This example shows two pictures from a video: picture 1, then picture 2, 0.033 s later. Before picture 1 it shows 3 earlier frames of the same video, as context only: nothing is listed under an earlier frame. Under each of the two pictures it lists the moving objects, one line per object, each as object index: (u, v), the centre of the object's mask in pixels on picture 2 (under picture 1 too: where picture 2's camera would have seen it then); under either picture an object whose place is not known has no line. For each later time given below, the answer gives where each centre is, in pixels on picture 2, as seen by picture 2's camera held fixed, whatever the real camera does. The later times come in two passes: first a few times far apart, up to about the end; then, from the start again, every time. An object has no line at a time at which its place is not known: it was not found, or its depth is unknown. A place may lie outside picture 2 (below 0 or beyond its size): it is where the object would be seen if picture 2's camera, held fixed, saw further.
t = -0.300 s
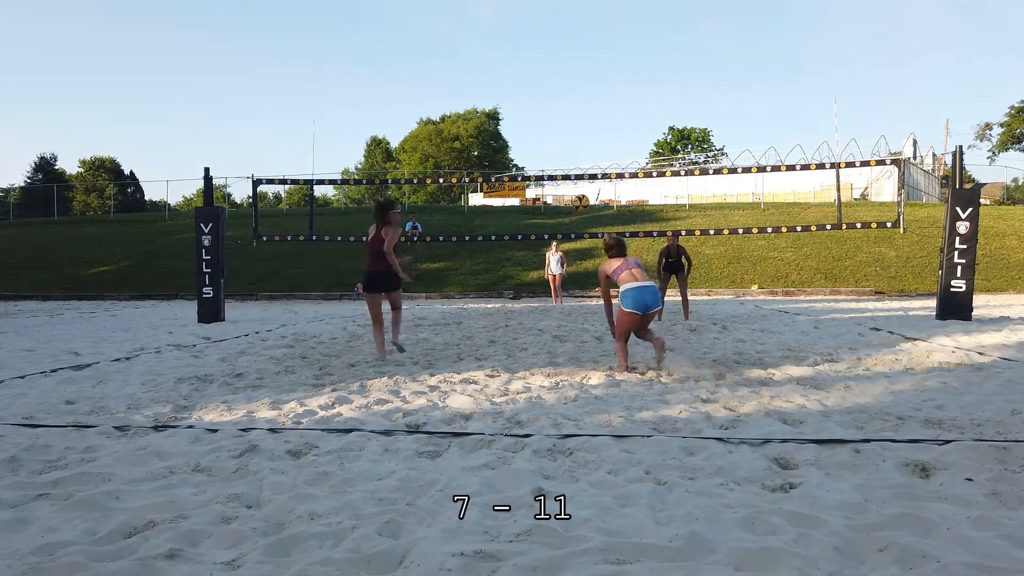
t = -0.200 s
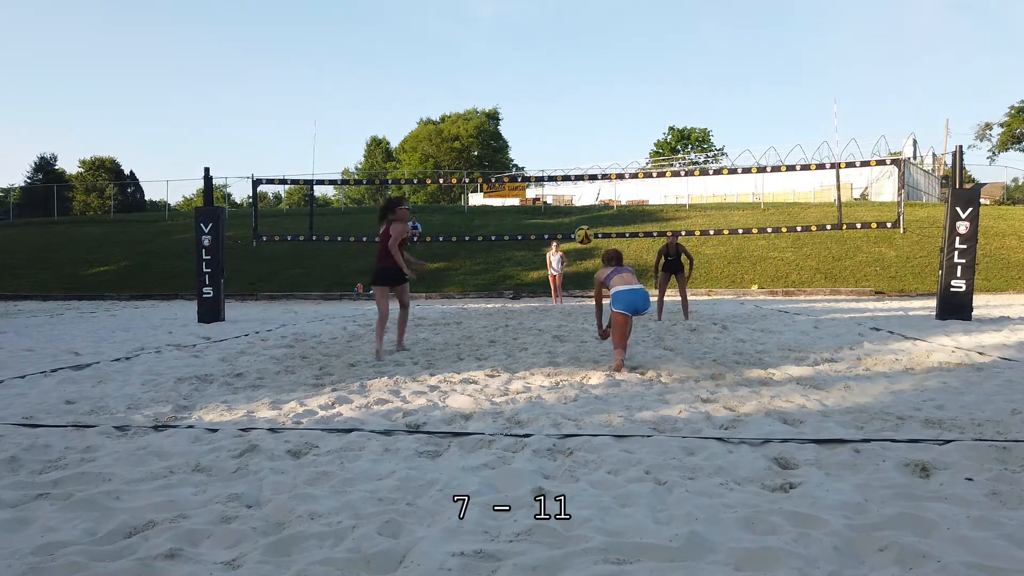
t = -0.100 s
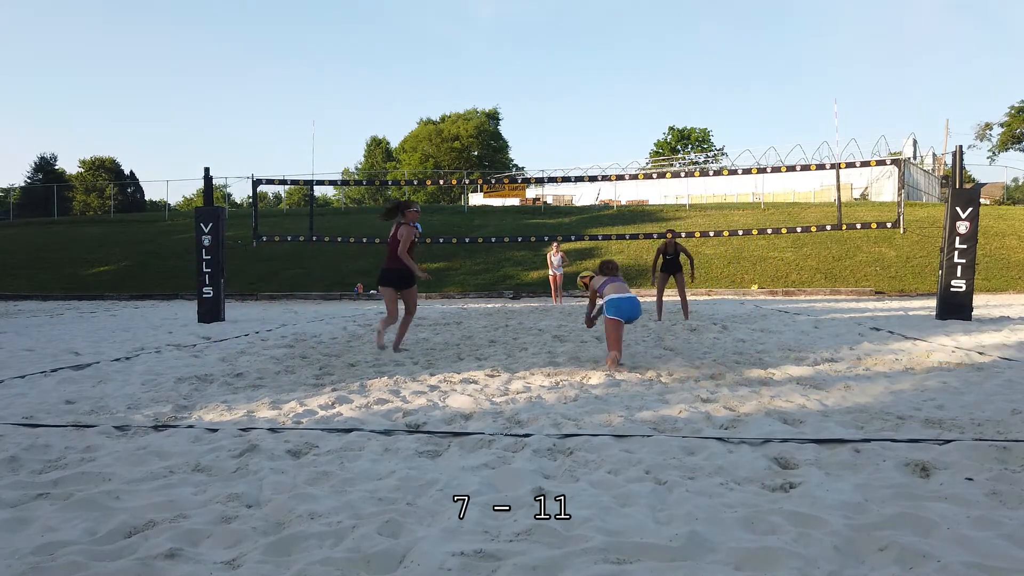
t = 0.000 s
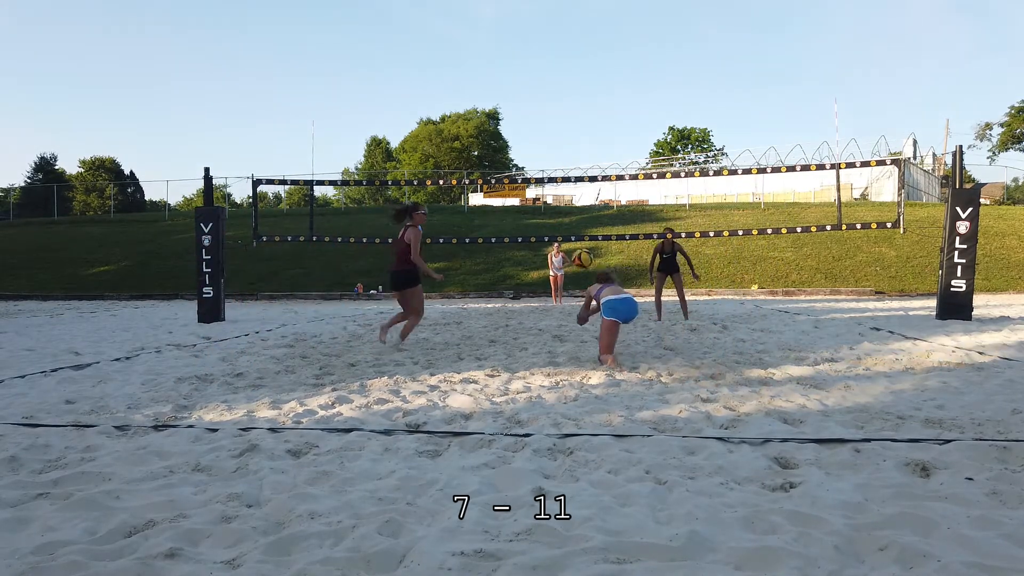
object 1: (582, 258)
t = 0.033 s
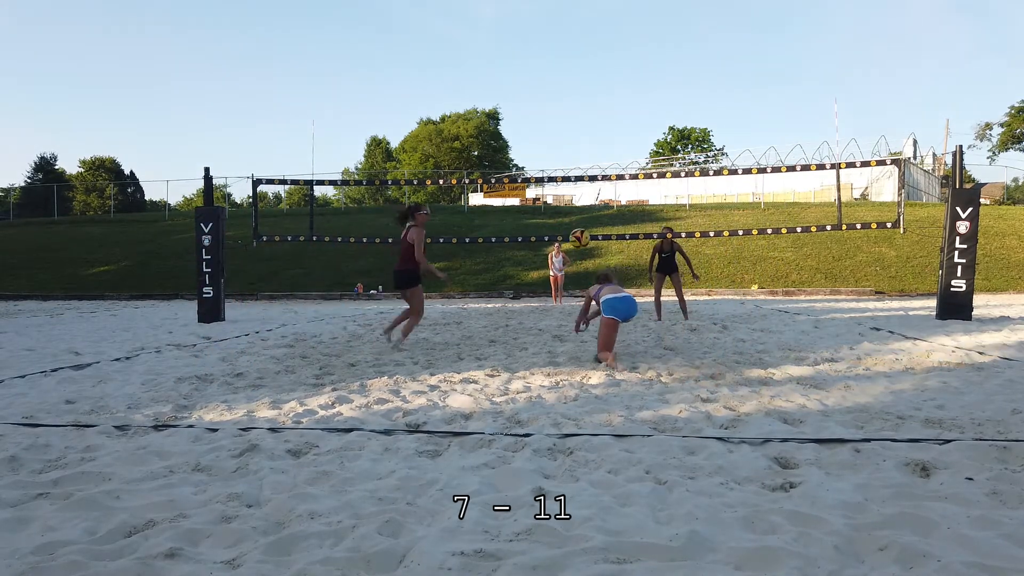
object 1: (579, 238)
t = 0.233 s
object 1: (564, 146)
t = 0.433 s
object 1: (551, 92)
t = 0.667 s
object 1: (537, 77)
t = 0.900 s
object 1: (525, 105)
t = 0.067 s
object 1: (577, 219)
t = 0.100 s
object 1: (574, 203)
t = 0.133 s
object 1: (572, 186)
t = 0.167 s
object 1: (569, 171)
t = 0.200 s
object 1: (567, 158)
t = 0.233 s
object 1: (564, 146)
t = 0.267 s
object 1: (562, 134)
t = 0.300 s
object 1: (559, 123)
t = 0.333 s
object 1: (557, 114)
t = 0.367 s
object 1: (555, 106)
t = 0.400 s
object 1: (553, 99)
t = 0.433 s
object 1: (551, 92)
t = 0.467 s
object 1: (549, 87)
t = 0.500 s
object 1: (547, 83)
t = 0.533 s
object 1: (544, 80)
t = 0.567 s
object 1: (542, 77)
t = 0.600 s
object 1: (541, 76)
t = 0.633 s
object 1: (539, 76)
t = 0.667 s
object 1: (537, 77)
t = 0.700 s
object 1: (535, 78)
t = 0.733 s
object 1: (533, 80)
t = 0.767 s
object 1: (532, 84)
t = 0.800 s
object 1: (530, 88)
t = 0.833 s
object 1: (528, 92)
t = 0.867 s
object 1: (527, 98)
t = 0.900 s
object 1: (525, 105)
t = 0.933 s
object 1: (523, 112)
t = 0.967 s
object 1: (522, 120)
